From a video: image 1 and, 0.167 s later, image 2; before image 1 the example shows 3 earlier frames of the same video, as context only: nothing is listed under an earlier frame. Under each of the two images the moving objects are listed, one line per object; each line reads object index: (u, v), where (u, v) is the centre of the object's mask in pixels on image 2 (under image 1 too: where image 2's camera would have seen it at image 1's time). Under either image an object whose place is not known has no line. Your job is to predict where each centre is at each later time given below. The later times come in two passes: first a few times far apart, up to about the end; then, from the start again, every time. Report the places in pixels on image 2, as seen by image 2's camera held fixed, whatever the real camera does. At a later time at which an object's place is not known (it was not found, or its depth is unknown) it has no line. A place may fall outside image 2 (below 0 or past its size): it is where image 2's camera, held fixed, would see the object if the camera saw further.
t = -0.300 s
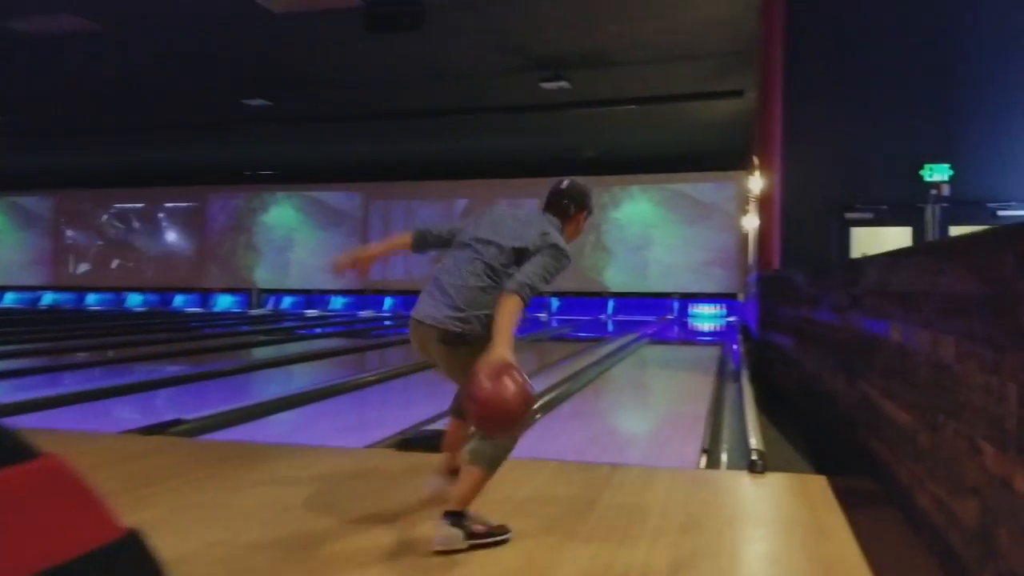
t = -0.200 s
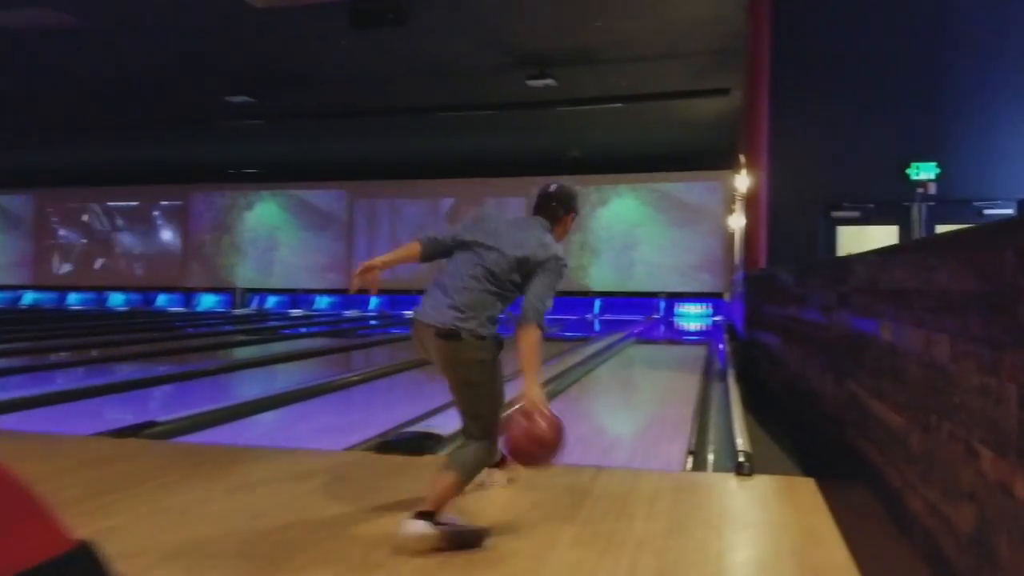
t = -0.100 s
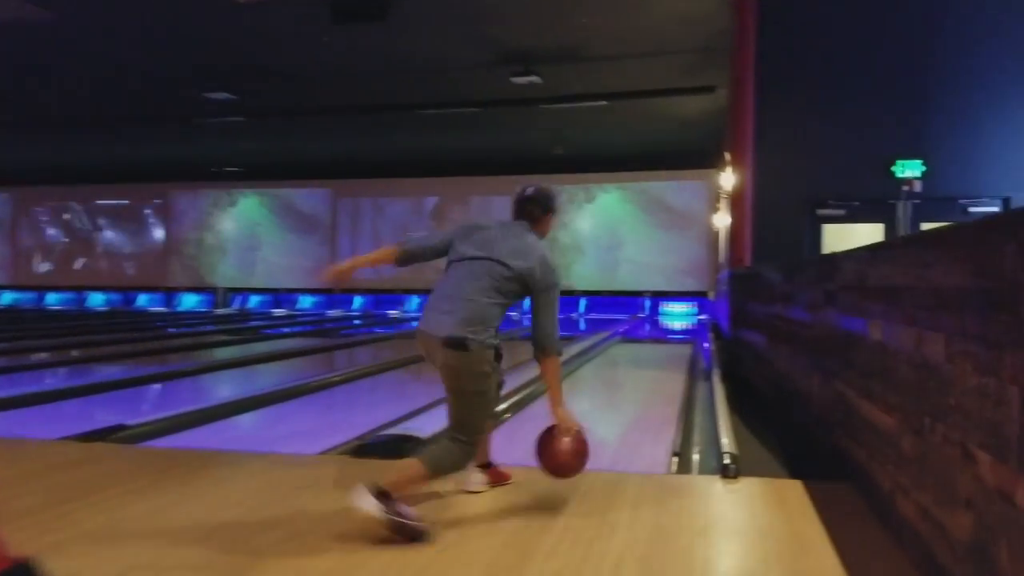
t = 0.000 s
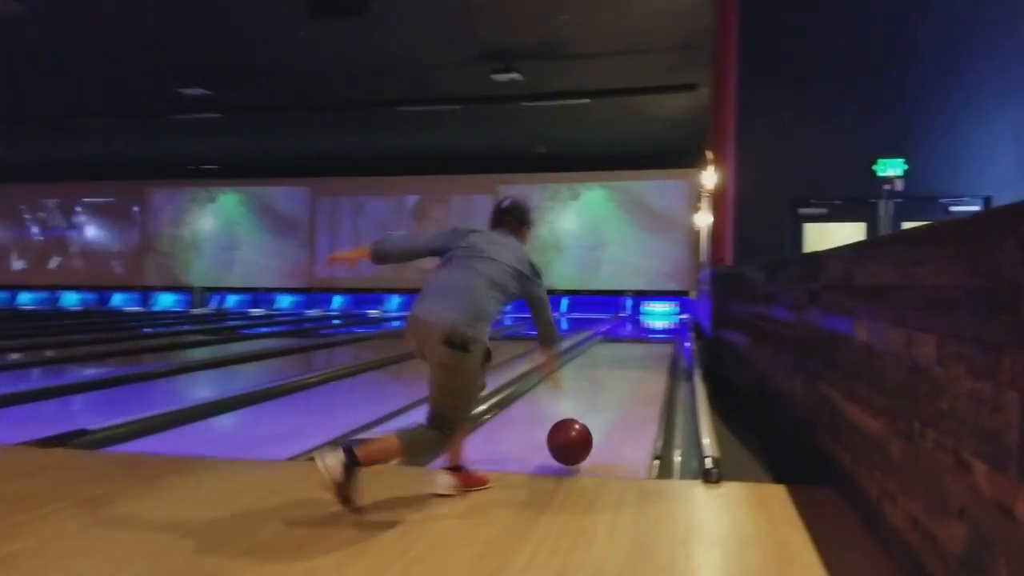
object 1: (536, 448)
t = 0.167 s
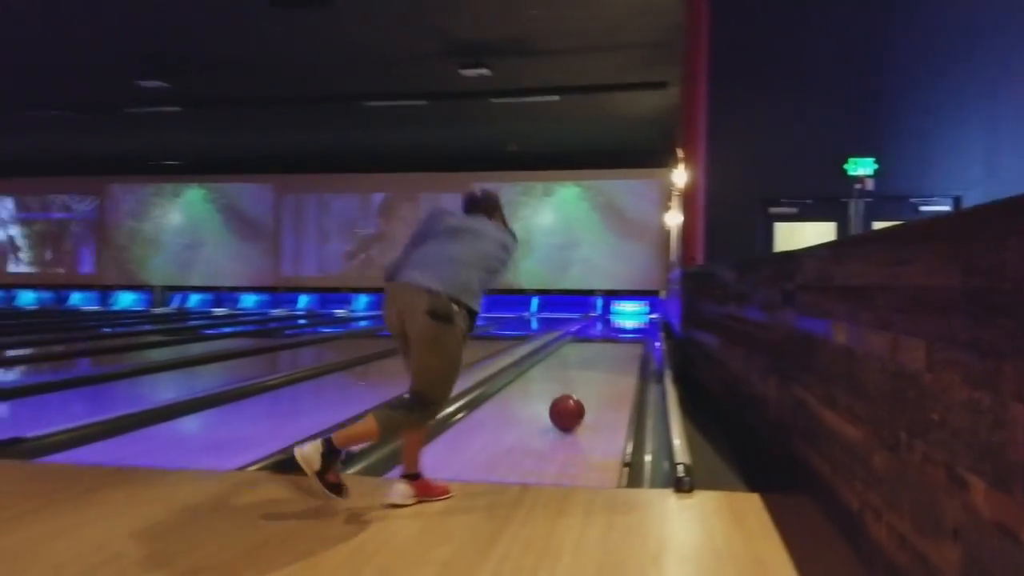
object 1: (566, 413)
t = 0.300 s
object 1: (582, 391)
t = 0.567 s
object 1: (601, 364)
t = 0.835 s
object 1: (612, 348)
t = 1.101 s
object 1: (620, 338)
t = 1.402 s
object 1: (625, 330)
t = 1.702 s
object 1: (629, 326)
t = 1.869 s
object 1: (630, 322)
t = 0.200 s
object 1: (571, 407)
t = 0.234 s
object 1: (575, 401)
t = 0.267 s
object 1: (579, 396)
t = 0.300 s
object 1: (582, 391)
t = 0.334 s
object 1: (585, 387)
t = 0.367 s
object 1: (588, 383)
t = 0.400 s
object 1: (591, 379)
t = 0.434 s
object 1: (593, 375)
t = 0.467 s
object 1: (595, 372)
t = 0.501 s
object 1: (598, 369)
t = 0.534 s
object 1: (599, 366)
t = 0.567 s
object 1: (601, 364)
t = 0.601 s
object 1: (603, 361)
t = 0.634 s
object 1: (605, 359)
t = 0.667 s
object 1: (606, 357)
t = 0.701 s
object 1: (608, 355)
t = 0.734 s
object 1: (609, 353)
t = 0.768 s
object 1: (610, 351)
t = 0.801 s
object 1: (611, 349)
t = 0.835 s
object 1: (612, 348)
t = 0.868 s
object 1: (613, 346)
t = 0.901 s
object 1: (614, 345)
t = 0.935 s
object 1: (616, 343)
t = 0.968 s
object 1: (616, 342)
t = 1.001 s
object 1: (617, 341)
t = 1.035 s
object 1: (618, 339)
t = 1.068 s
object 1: (619, 339)
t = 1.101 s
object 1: (620, 338)
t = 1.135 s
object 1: (620, 337)
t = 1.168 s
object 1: (621, 336)
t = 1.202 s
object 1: (621, 334)
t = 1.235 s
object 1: (622, 334)
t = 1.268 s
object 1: (622, 333)
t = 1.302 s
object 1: (623, 332)
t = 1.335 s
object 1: (624, 332)
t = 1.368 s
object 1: (625, 331)
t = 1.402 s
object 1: (625, 330)
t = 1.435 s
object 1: (626, 330)
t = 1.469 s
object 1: (627, 329)
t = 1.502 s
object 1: (627, 328)
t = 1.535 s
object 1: (628, 328)
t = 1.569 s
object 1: (628, 328)
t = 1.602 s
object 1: (628, 327)
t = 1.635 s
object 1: (628, 326)
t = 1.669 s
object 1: (629, 326)
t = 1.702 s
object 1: (629, 326)
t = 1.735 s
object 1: (629, 325)
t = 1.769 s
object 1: (629, 325)
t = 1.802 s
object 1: (630, 324)
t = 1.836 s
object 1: (630, 324)
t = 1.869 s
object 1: (630, 322)
